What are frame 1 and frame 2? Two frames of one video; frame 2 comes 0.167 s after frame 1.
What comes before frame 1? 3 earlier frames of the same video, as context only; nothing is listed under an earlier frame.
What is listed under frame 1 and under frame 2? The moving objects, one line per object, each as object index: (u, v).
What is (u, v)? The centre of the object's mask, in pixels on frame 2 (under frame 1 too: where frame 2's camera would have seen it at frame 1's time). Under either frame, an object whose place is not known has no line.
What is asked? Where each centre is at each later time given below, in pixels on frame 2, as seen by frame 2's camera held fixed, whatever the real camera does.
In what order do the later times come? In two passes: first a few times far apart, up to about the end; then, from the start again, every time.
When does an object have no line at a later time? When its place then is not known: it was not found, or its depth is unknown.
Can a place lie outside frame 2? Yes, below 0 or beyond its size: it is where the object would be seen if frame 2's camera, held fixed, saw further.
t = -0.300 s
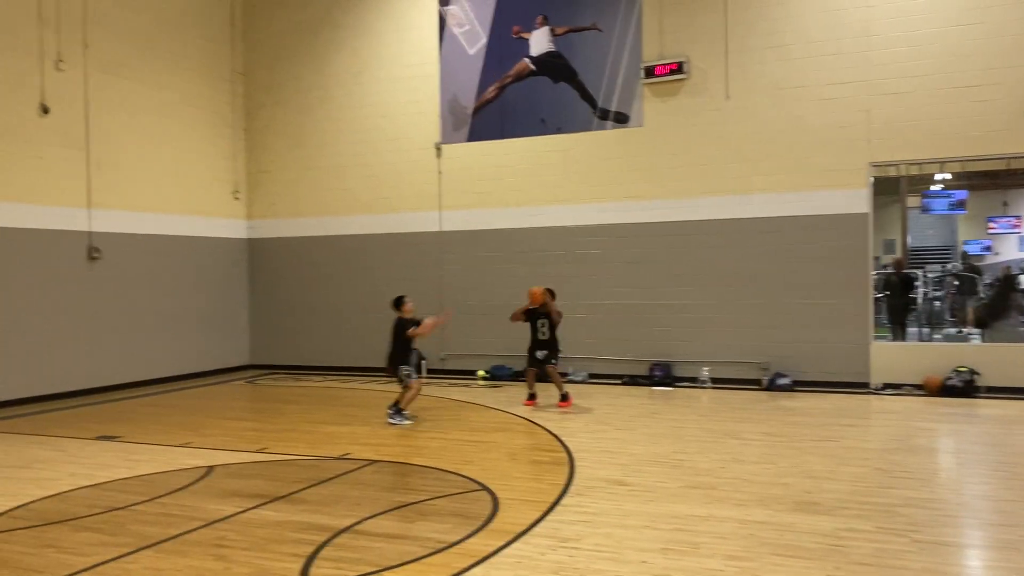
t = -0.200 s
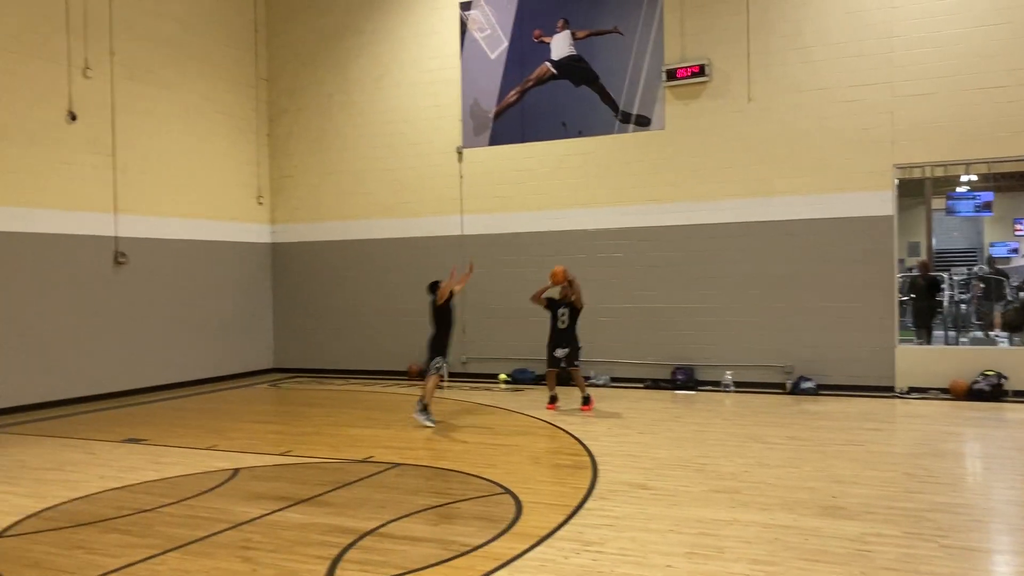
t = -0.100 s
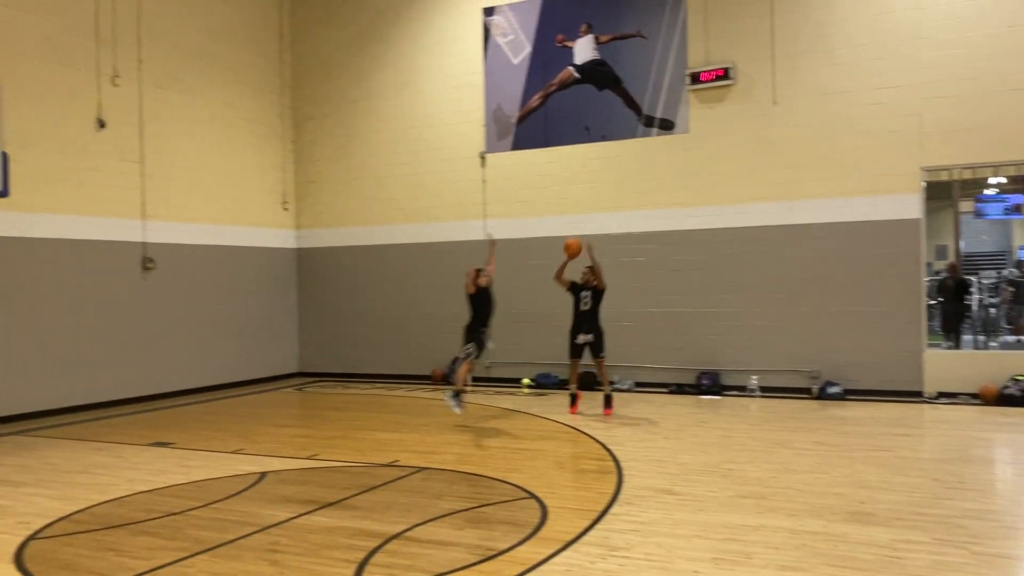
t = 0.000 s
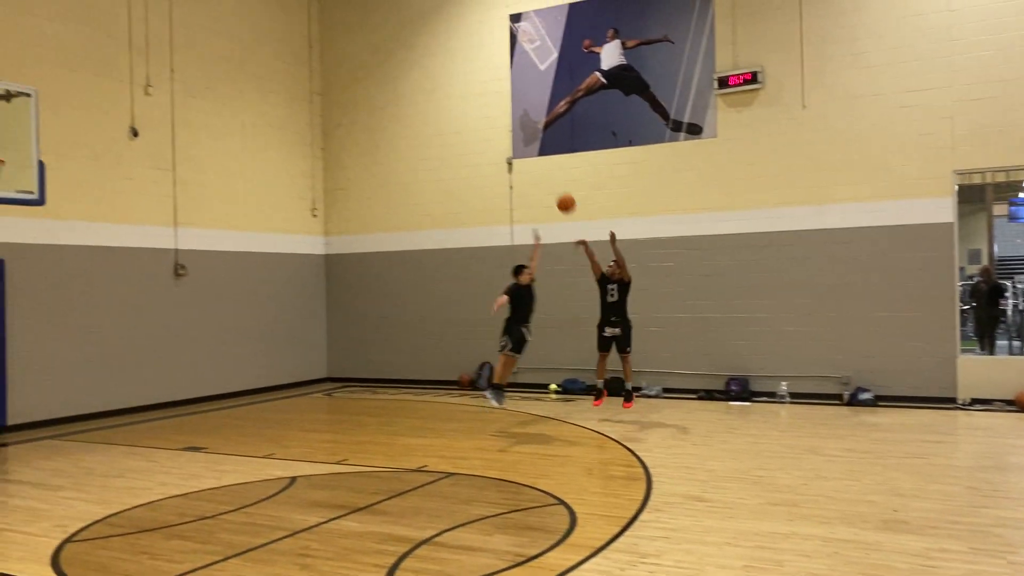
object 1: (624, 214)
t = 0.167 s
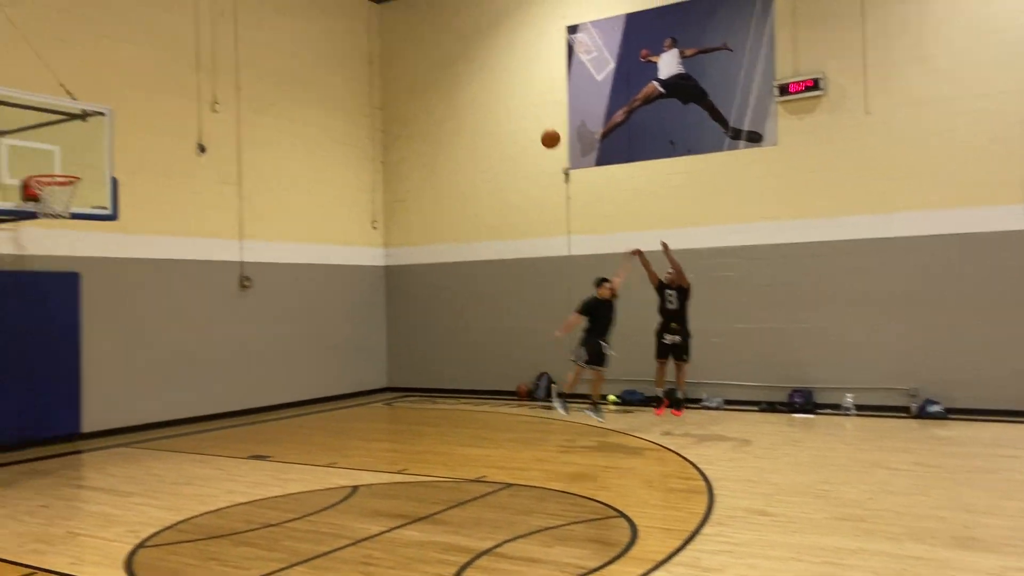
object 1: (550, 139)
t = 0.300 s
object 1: (491, 94)
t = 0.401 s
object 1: (445, 69)
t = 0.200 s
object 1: (535, 126)
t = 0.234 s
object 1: (521, 115)
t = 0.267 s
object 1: (506, 104)
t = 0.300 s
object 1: (491, 94)
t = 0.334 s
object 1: (476, 84)
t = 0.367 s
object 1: (462, 76)
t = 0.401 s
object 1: (445, 69)
